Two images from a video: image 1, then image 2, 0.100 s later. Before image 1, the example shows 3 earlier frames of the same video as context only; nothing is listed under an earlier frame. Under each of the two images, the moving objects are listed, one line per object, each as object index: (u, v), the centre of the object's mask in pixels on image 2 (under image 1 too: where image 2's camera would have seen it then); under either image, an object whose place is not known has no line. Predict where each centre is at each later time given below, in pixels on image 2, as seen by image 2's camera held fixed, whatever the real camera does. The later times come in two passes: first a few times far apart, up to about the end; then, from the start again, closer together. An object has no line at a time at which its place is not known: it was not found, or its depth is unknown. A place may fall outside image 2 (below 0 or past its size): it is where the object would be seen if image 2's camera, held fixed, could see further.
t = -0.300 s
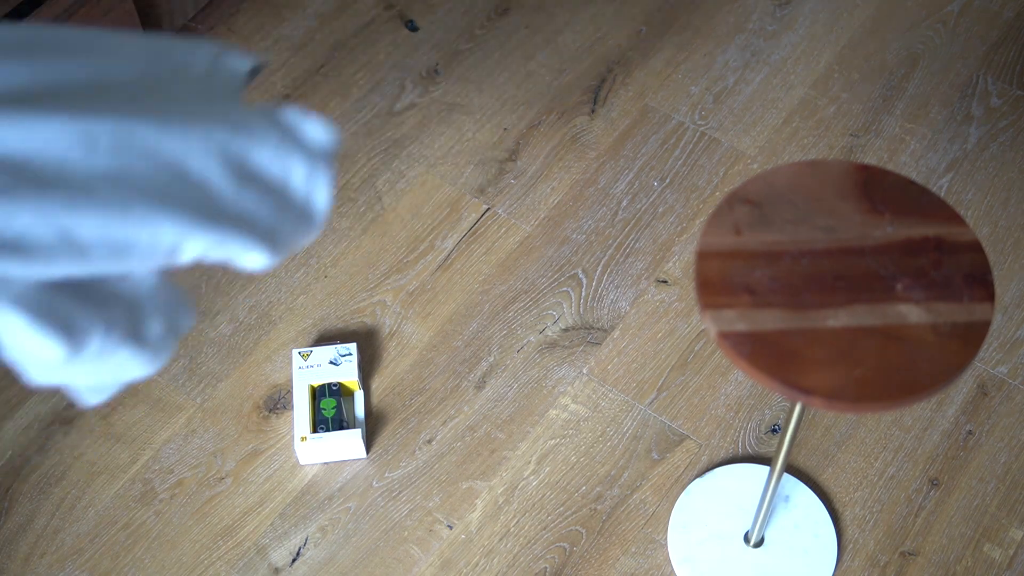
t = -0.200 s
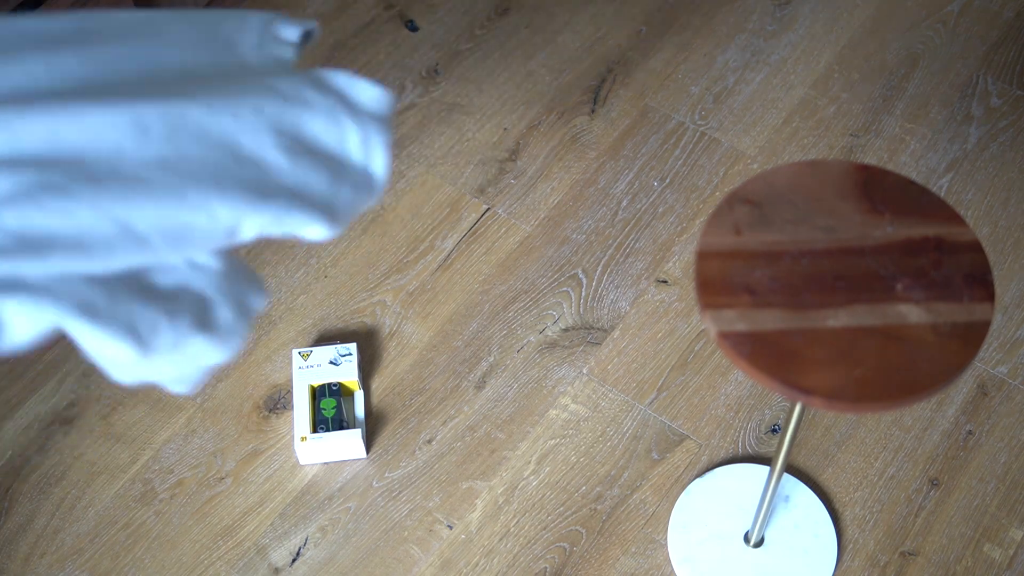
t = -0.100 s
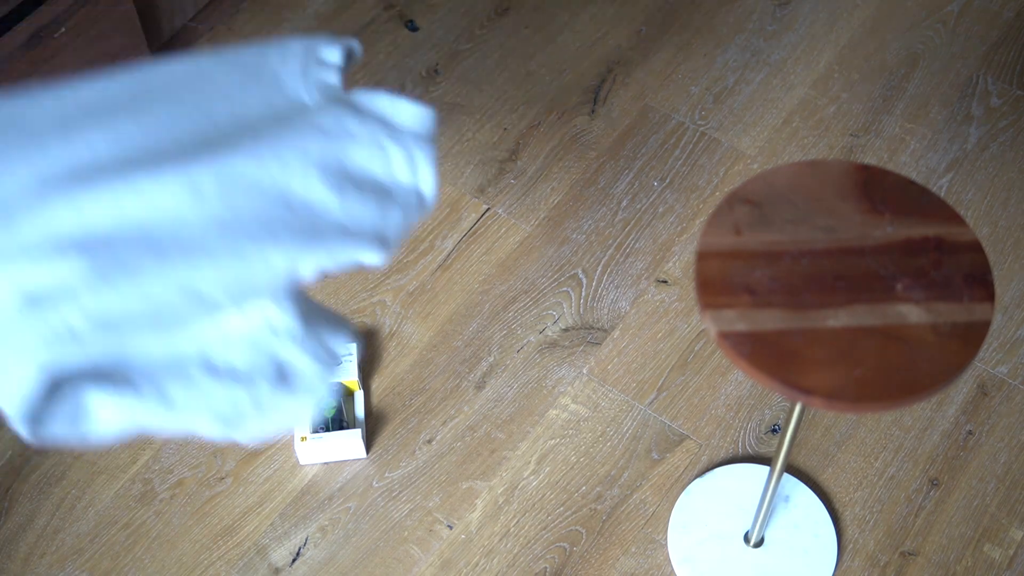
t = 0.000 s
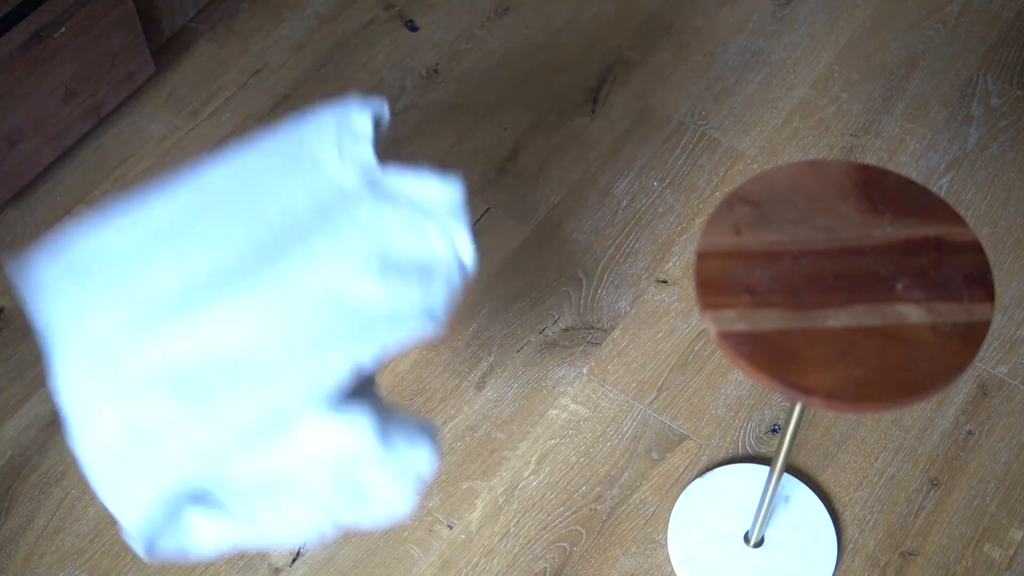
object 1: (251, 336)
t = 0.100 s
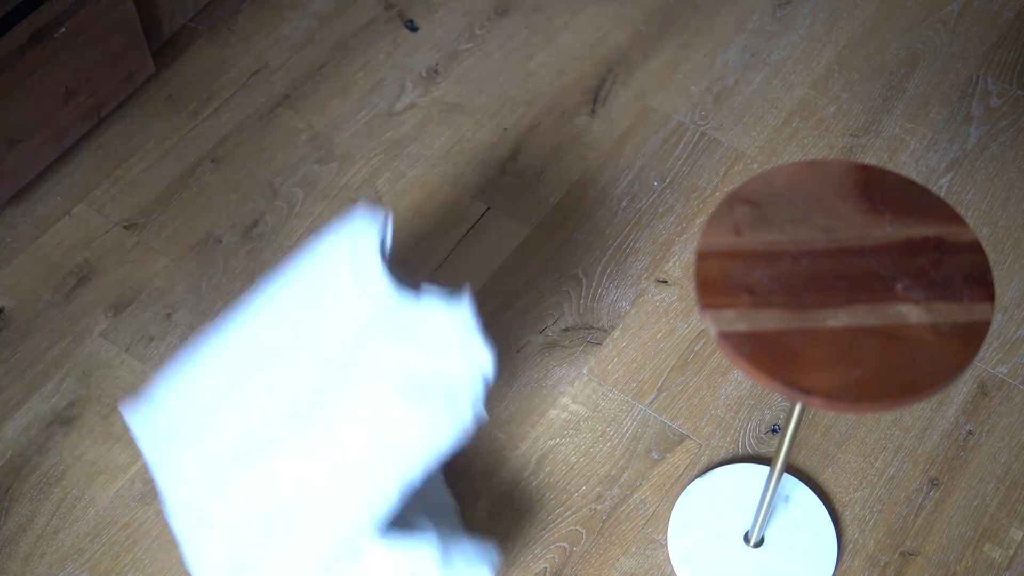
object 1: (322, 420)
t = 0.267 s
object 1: (342, 476)
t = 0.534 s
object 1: (343, 476)
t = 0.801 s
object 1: (343, 476)
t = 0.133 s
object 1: (334, 451)
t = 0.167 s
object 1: (339, 474)
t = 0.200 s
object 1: (342, 477)
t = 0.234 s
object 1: (342, 477)
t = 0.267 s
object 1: (342, 476)
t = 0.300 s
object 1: (343, 476)
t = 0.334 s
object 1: (343, 476)
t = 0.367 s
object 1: (343, 476)
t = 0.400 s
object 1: (343, 476)
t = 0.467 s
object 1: (343, 476)
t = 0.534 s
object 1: (343, 476)
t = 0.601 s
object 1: (343, 476)
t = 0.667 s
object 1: (343, 476)
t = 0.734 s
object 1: (343, 476)
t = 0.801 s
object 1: (343, 476)
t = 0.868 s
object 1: (343, 476)
